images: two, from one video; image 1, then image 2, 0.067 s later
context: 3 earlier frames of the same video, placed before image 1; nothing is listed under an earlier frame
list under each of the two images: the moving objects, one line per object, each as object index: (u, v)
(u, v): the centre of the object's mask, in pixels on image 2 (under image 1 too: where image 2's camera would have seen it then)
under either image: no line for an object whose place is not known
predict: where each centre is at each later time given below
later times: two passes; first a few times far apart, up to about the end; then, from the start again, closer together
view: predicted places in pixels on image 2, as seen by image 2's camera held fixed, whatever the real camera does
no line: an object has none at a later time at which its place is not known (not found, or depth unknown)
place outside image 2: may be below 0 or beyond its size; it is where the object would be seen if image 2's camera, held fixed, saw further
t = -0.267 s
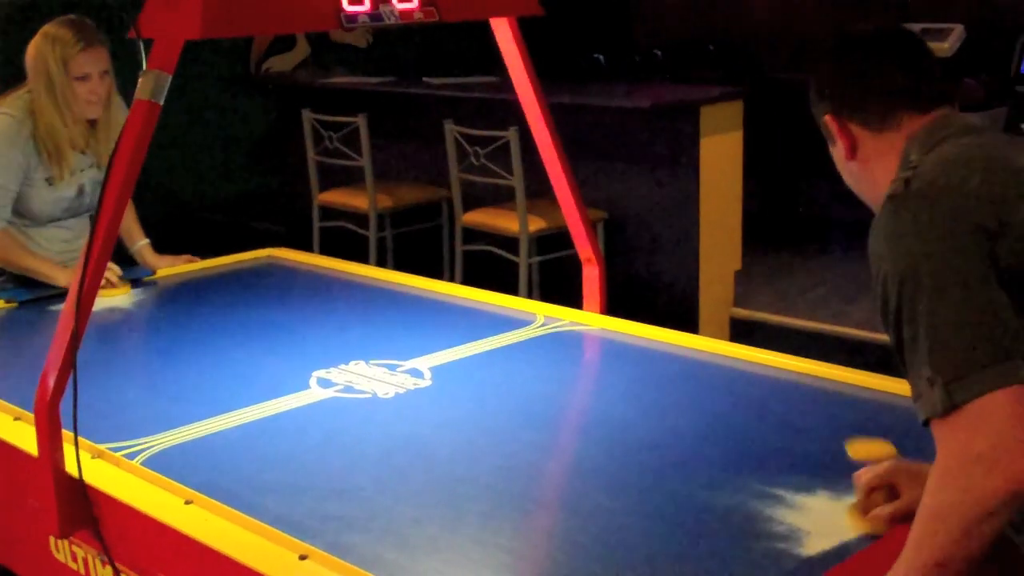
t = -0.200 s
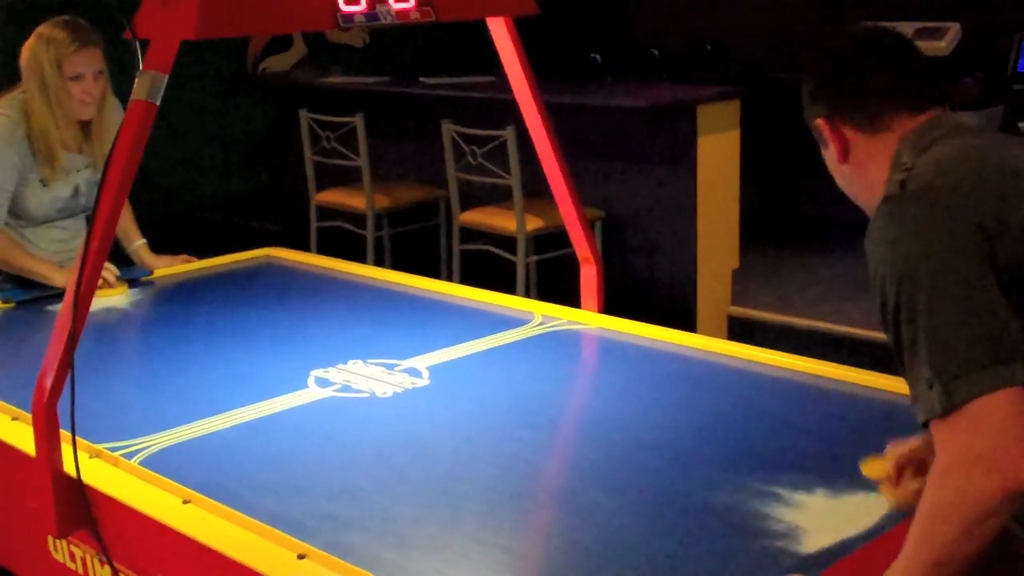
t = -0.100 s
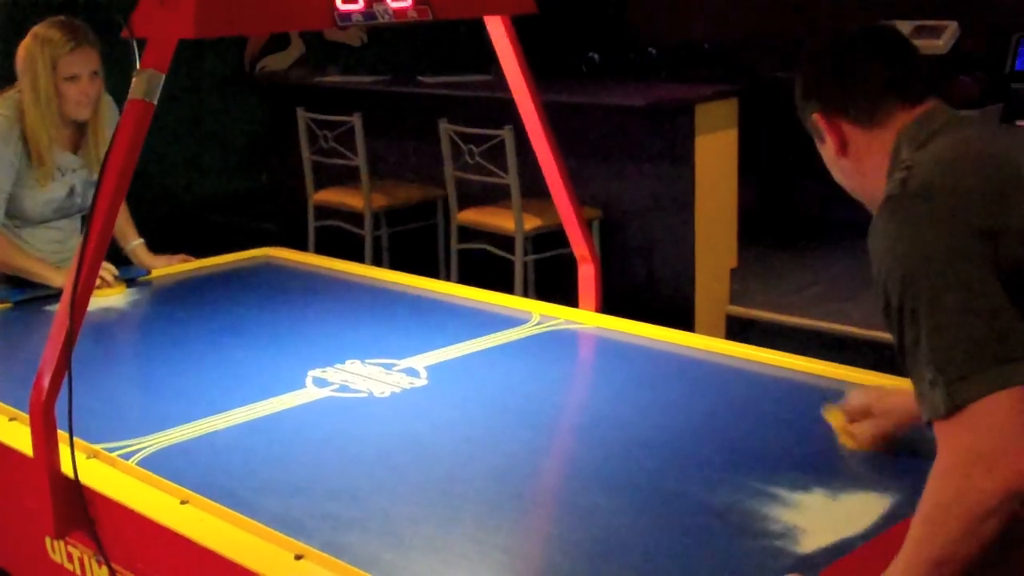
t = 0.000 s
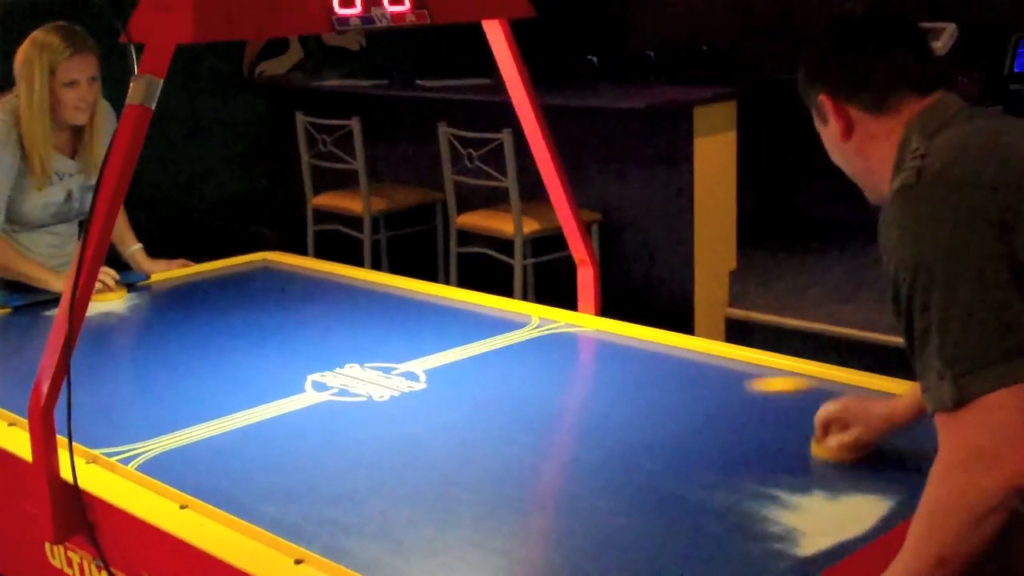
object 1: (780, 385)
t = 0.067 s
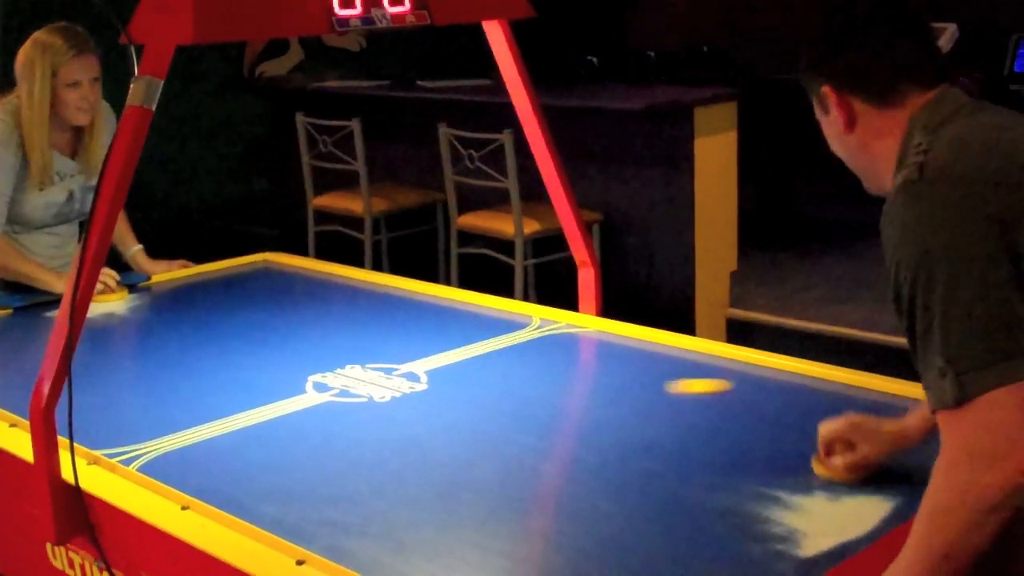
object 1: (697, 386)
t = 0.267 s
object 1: (457, 391)
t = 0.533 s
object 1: (133, 400)
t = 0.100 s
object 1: (657, 387)
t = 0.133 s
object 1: (616, 387)
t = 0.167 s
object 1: (576, 388)
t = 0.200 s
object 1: (536, 389)
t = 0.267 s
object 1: (457, 391)
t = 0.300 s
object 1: (418, 391)
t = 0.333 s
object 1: (372, 393)
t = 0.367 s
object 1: (339, 394)
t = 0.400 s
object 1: (291, 395)
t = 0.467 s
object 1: (214, 397)
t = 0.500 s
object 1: (173, 399)
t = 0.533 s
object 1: (133, 400)
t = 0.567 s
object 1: (95, 401)
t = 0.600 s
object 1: (71, 402)
